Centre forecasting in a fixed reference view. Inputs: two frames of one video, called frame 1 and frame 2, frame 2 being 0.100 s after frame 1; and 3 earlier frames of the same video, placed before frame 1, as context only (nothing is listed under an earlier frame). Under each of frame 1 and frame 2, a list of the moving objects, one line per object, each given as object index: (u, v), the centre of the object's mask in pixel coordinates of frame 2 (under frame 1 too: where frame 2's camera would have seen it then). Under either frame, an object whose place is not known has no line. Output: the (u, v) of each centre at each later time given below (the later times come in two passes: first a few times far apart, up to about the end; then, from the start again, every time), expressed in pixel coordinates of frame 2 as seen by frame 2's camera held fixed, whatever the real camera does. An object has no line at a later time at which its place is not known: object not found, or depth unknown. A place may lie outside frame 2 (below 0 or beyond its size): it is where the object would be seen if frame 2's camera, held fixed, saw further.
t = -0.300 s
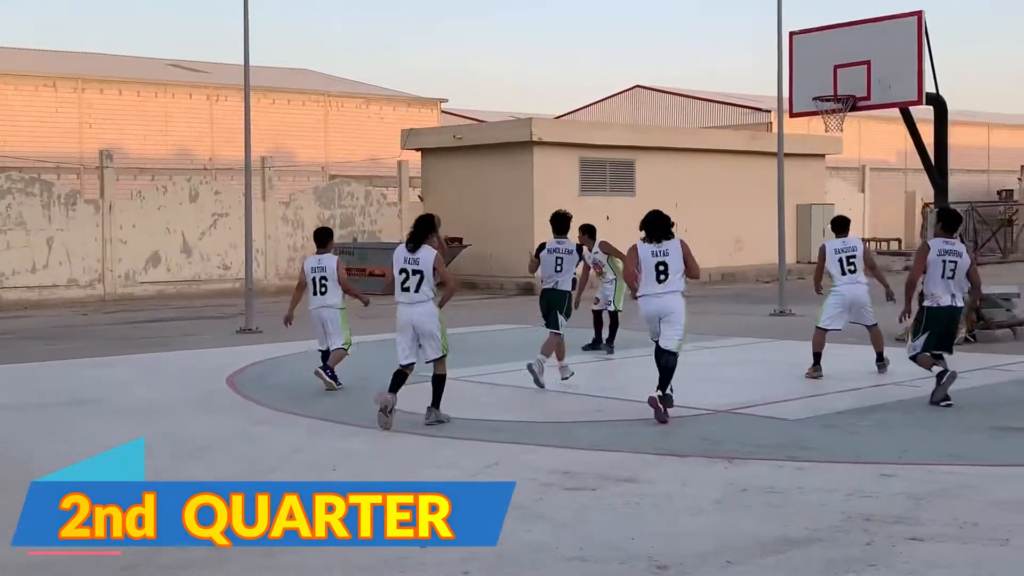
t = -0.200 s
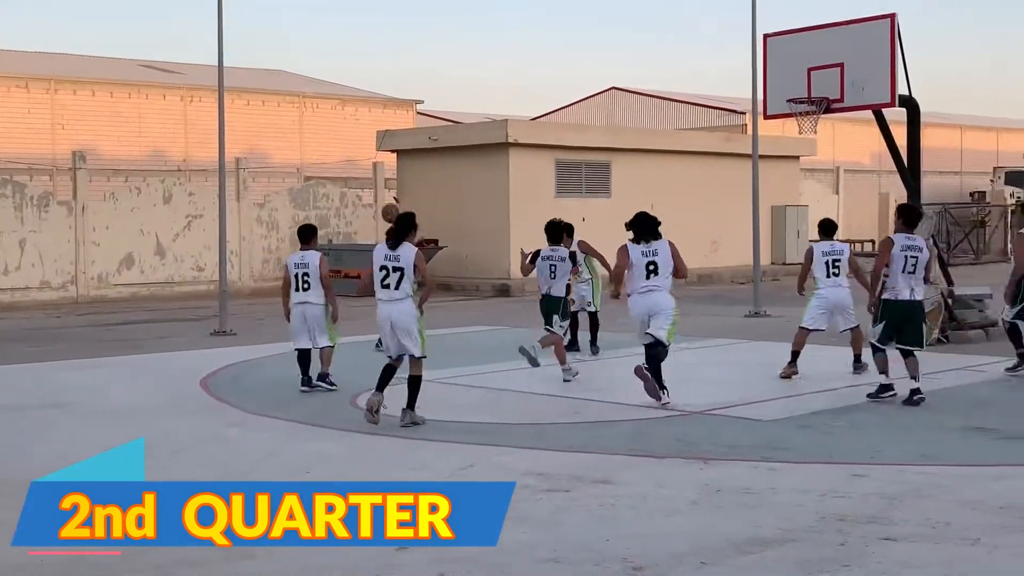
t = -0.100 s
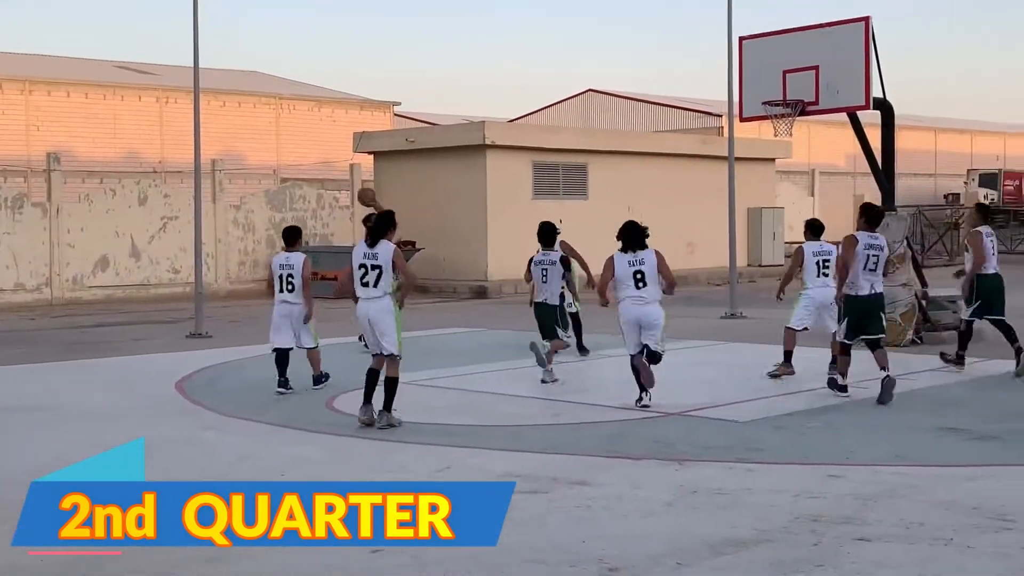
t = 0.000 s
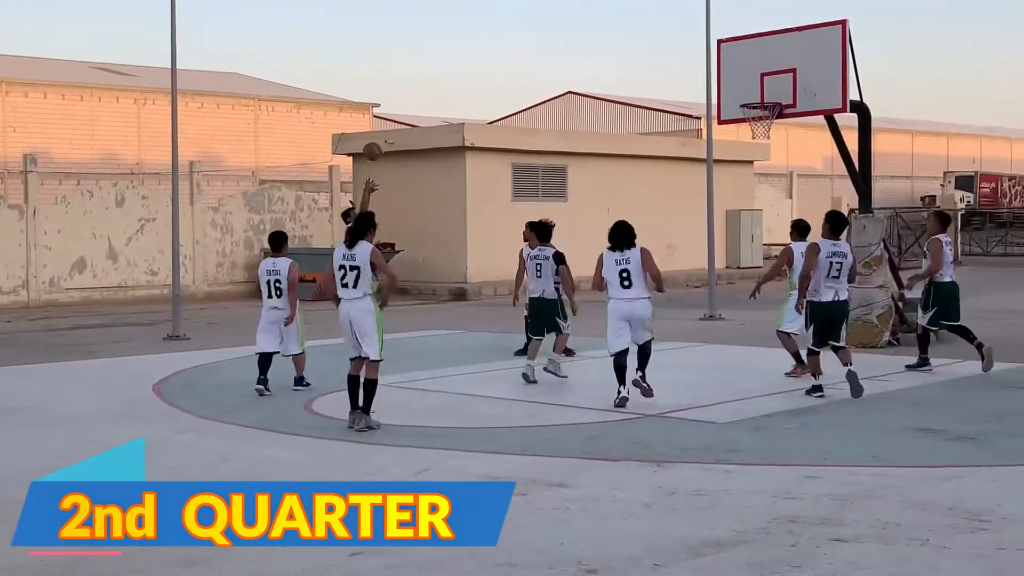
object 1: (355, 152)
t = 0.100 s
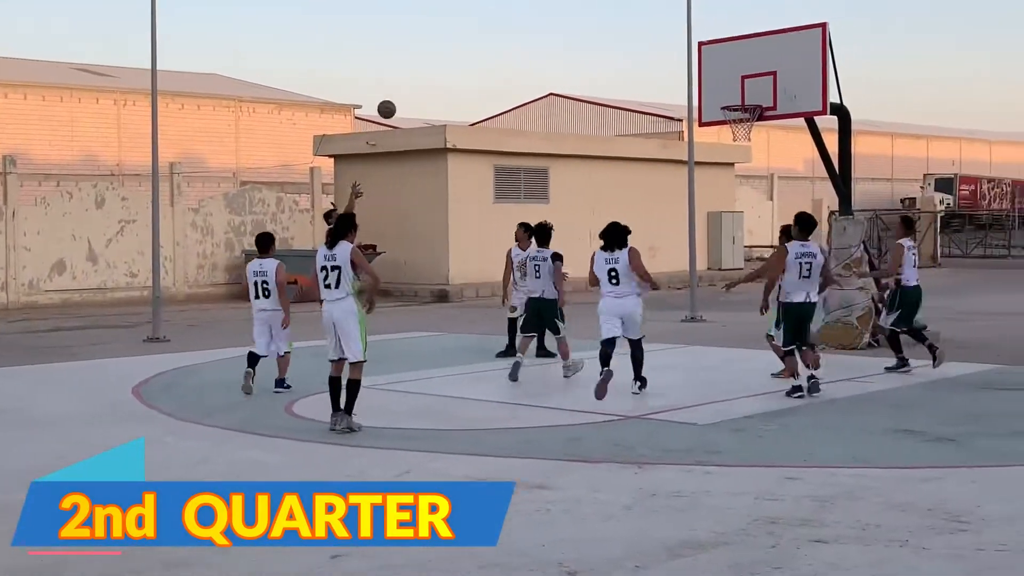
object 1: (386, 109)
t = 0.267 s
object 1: (441, 53)
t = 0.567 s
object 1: (546, 5)
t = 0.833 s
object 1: (643, 22)
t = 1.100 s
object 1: (744, 96)
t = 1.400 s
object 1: (788, 22)
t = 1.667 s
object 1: (831, 14)
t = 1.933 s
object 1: (876, 75)
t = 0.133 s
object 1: (397, 96)
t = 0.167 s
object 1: (408, 84)
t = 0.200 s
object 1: (419, 73)
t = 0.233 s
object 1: (430, 62)
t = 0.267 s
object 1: (441, 53)
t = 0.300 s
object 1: (452, 44)
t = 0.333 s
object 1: (464, 36)
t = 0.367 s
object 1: (475, 29)
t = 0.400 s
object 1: (486, 23)
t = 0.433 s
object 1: (498, 18)
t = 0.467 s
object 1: (510, 13)
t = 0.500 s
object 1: (522, 10)
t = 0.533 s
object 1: (534, 7)
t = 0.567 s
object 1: (546, 5)
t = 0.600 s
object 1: (558, 4)
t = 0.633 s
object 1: (570, 4)
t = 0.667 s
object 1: (582, 4)
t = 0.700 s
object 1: (594, 6)
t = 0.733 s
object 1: (606, 9)
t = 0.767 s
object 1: (619, 12)
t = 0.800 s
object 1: (631, 16)
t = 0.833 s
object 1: (643, 22)
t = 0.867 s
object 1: (656, 28)
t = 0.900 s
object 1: (668, 35)
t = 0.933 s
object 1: (681, 43)
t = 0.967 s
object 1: (693, 52)
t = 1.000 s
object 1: (706, 62)
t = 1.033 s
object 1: (718, 73)
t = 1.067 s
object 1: (731, 85)
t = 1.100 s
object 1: (744, 96)
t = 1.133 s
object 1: (749, 90)
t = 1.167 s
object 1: (753, 79)
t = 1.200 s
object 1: (758, 68)
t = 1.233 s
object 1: (763, 58)
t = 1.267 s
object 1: (768, 49)
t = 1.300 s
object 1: (773, 41)
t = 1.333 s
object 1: (778, 34)
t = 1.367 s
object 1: (783, 27)
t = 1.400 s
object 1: (788, 22)
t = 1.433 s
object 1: (794, 17)
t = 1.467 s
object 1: (799, 14)
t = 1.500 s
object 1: (804, 11)
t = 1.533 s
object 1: (810, 10)
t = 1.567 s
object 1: (815, 10)
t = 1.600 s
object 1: (820, 10)
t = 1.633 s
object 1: (825, 11)
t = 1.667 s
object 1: (831, 14)
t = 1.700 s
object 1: (837, 17)
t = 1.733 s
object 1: (842, 22)
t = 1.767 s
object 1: (848, 28)
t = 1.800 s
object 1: (854, 35)
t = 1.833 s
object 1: (859, 43)
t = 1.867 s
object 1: (865, 53)
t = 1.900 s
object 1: (871, 63)
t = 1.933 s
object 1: (876, 75)
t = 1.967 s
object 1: (882, 88)
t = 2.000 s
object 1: (888, 102)
